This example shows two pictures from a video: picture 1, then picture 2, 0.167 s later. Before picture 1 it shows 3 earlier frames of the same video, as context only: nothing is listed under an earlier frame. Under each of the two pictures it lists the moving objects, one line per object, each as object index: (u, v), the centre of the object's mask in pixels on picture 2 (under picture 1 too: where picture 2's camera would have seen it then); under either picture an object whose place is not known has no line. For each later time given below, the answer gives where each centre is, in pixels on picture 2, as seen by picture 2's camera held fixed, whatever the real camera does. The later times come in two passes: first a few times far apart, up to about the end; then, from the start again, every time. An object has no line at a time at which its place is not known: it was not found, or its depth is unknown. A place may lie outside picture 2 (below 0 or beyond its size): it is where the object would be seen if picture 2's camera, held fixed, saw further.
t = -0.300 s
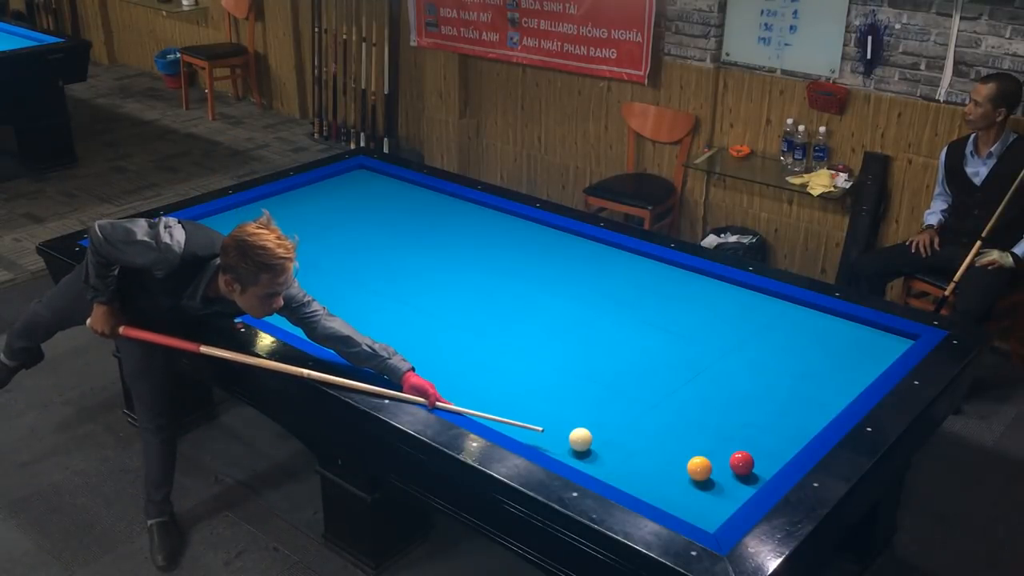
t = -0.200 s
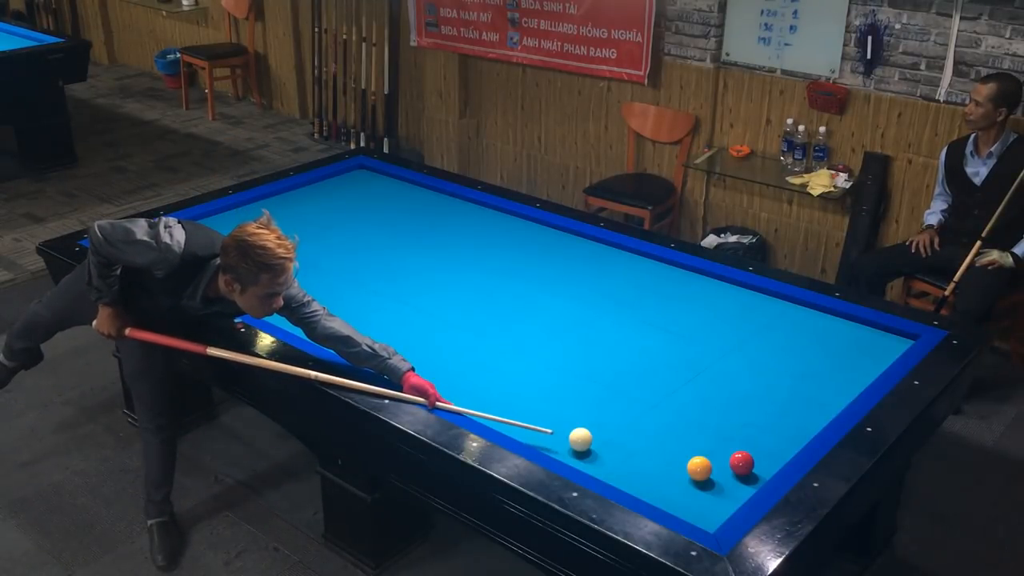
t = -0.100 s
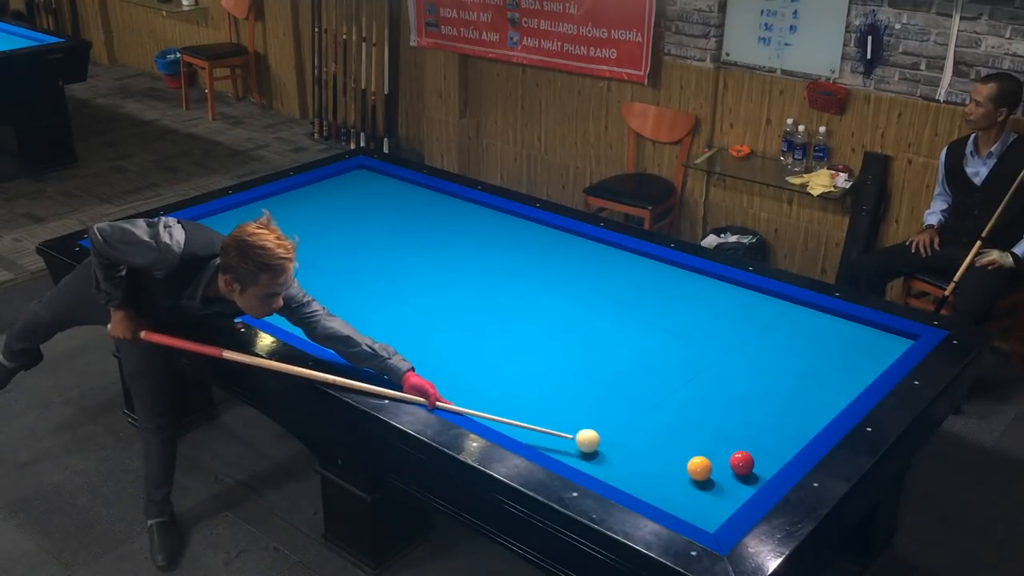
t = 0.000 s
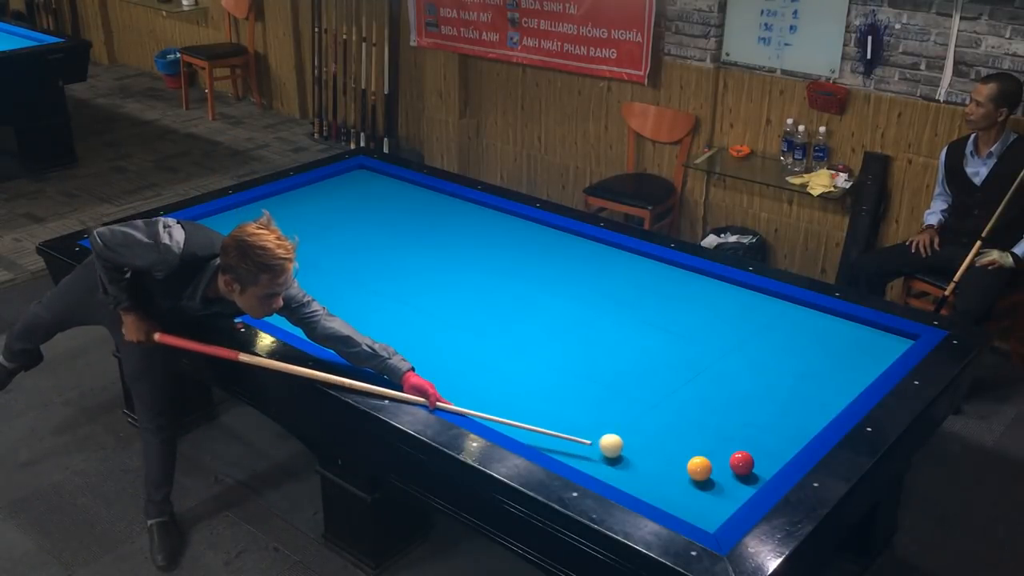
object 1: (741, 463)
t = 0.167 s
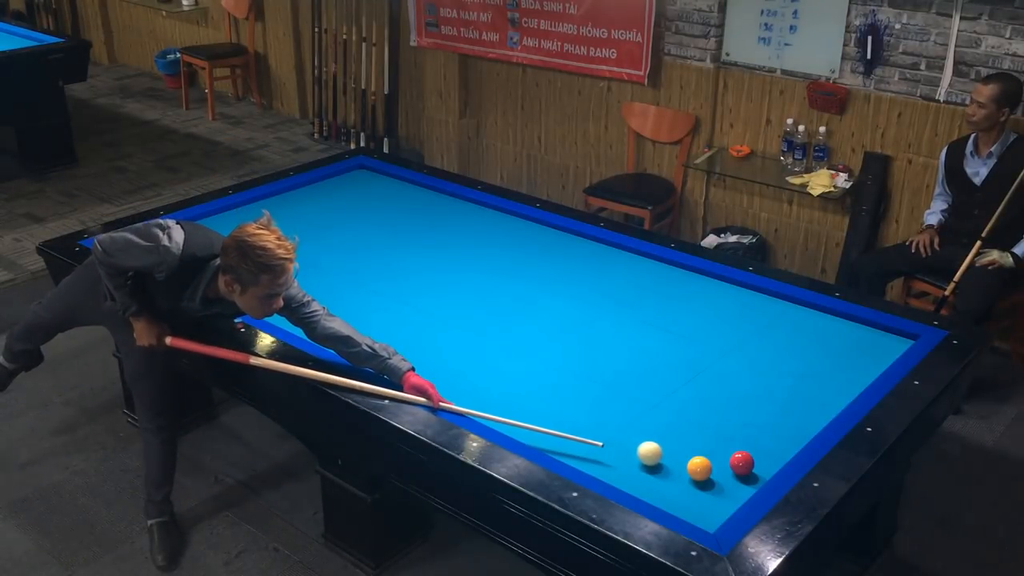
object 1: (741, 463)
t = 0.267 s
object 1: (741, 463)
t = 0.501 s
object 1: (742, 462)
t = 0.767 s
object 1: (742, 461)
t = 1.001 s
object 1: (746, 464)
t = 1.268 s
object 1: (750, 467)
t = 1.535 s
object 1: (754, 469)
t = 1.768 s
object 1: (756, 469)
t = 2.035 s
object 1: (758, 470)
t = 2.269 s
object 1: (758, 470)
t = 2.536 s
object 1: (757, 470)
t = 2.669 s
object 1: (758, 470)
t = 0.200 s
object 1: (741, 463)
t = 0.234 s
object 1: (741, 463)
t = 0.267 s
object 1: (741, 463)
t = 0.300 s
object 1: (741, 463)
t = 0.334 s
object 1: (741, 463)
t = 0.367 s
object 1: (741, 463)
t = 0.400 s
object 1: (742, 463)
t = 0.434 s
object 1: (742, 463)
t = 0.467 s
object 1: (742, 462)
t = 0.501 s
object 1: (742, 462)
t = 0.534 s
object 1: (742, 461)
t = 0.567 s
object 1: (742, 461)
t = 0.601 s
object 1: (741, 462)
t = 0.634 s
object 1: (741, 462)
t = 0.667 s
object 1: (741, 462)
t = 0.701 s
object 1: (741, 461)
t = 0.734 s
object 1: (741, 461)
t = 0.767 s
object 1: (742, 461)
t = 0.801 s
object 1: (742, 460)
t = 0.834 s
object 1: (742, 460)
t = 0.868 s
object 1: (743, 460)
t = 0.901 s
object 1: (744, 461)
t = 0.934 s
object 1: (745, 462)
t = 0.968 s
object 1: (746, 463)
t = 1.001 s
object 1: (746, 464)
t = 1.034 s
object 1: (746, 465)
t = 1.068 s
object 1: (746, 465)
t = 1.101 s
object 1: (747, 465)
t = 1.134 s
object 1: (748, 466)
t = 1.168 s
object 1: (749, 466)
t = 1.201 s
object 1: (749, 466)
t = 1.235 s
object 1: (750, 467)
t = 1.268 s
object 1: (750, 467)
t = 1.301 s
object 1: (751, 467)
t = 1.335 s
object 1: (752, 467)
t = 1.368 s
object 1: (752, 467)
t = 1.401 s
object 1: (752, 468)
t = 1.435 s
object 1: (753, 468)
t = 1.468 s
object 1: (753, 468)
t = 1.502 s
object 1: (754, 468)
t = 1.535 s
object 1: (754, 469)
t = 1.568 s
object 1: (754, 469)
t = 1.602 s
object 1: (755, 469)
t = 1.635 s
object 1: (755, 469)
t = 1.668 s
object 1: (755, 469)
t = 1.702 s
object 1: (756, 469)
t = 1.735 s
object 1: (756, 469)
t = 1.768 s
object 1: (756, 469)
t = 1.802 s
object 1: (756, 469)
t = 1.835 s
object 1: (756, 469)
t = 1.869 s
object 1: (757, 470)
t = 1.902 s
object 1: (757, 470)
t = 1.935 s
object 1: (757, 470)
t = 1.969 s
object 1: (757, 470)
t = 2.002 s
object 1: (757, 470)
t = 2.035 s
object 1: (758, 470)
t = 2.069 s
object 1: (758, 471)
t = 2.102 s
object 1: (758, 470)
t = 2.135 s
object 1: (758, 470)
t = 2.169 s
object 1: (758, 470)
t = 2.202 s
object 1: (758, 471)
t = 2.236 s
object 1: (758, 470)
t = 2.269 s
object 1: (758, 470)
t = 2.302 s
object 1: (758, 470)
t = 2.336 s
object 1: (758, 470)
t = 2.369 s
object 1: (758, 470)
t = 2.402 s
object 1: (758, 470)
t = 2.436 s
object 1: (758, 470)
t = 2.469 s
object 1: (758, 470)
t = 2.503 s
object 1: (757, 470)
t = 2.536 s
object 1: (757, 470)
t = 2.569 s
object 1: (757, 470)
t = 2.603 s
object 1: (758, 470)
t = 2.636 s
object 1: (758, 470)
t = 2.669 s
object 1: (758, 470)
